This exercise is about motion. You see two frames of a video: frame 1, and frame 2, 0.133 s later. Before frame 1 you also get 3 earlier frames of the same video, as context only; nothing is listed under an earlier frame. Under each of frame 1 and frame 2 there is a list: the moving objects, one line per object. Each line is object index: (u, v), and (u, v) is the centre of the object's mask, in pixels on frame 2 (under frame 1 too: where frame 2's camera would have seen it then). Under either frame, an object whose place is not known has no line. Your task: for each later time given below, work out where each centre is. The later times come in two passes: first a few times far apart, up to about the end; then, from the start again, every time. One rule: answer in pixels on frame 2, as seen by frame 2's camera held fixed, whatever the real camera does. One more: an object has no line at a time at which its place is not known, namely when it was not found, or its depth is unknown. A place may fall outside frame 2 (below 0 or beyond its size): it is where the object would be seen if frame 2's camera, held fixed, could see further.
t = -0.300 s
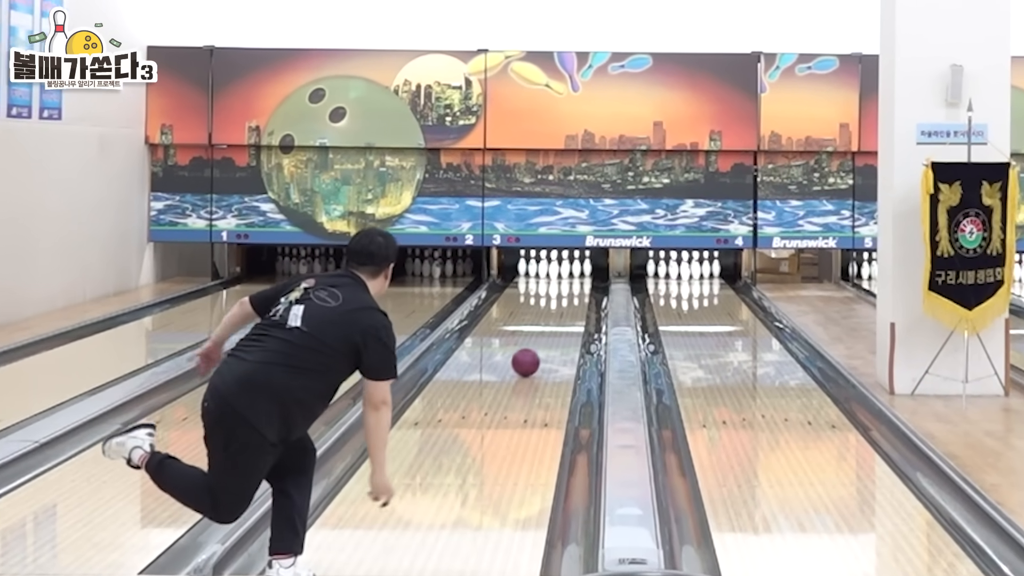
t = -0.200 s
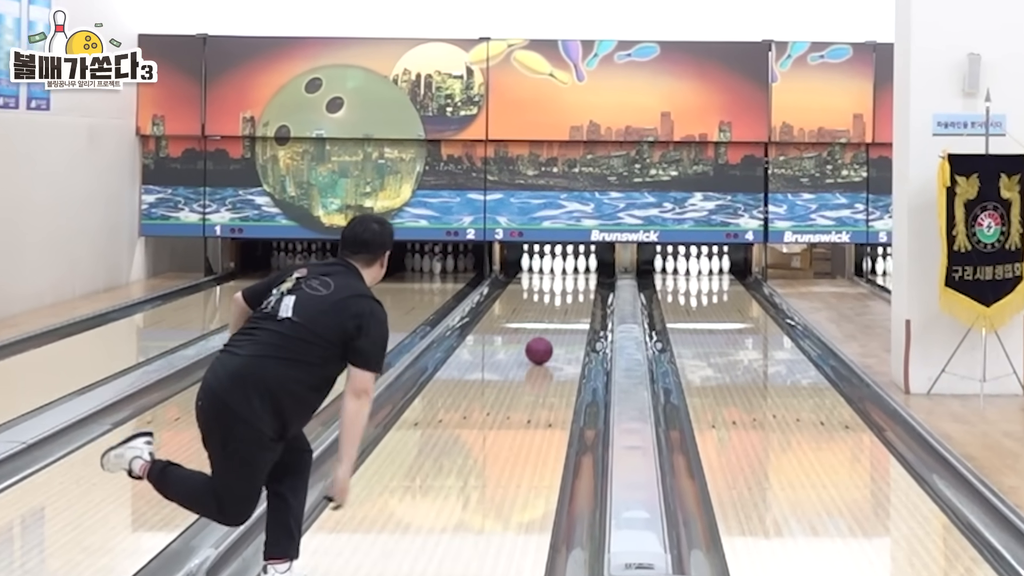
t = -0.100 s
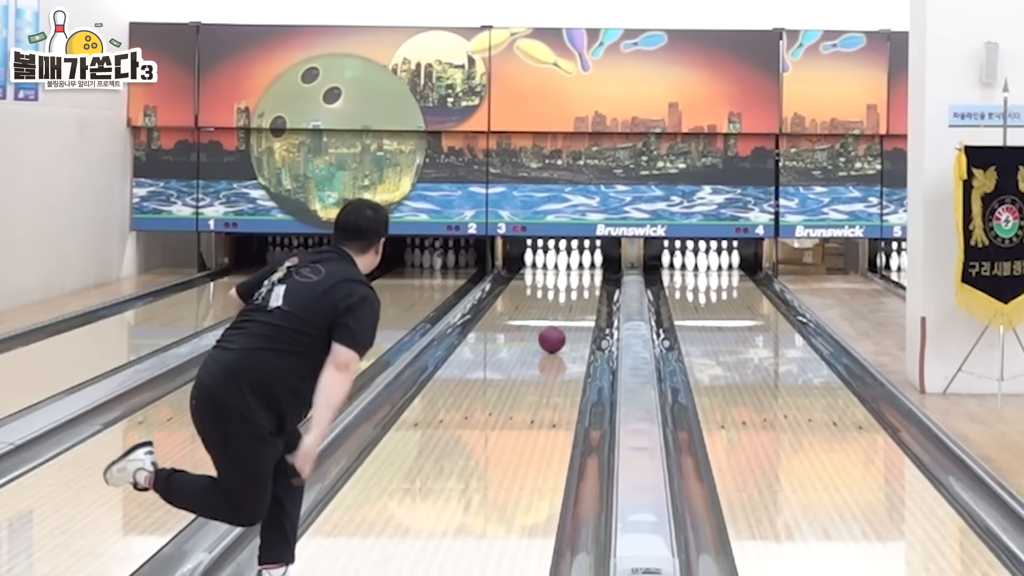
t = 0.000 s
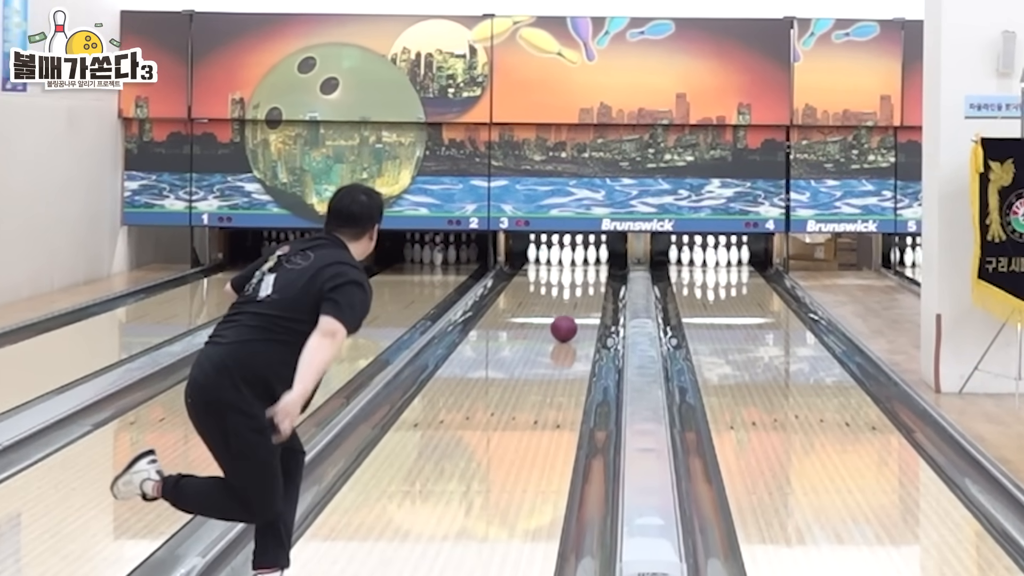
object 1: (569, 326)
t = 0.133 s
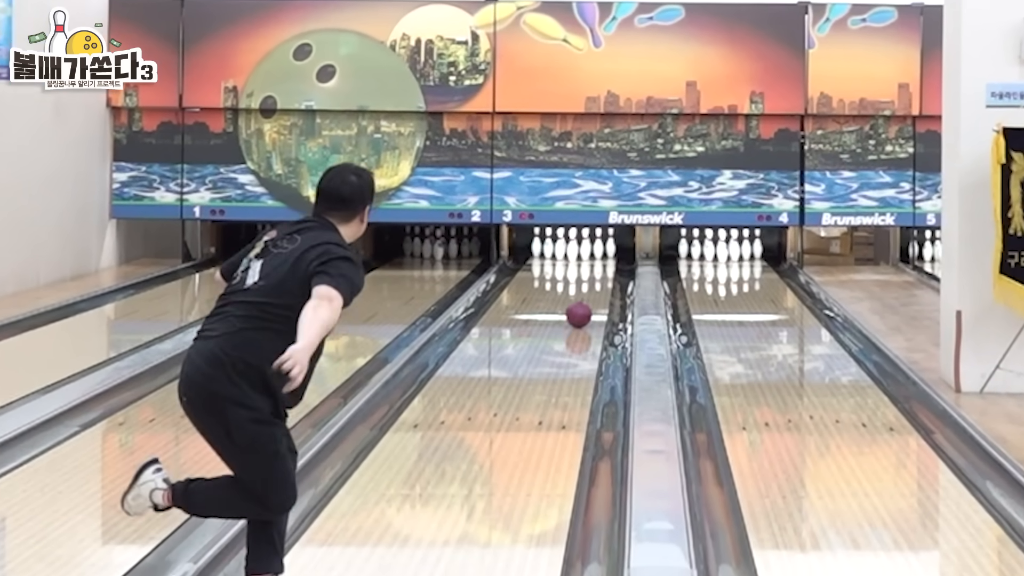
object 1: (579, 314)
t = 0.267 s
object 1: (586, 304)
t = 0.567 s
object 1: (596, 285)
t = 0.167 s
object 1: (581, 312)
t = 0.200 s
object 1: (582, 309)
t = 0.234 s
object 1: (584, 307)
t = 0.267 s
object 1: (586, 304)
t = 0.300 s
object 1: (588, 302)
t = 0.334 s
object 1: (589, 300)
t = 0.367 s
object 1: (590, 298)
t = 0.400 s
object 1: (592, 295)
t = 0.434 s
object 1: (593, 293)
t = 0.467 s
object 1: (594, 291)
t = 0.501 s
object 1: (595, 289)
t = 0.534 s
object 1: (595, 287)
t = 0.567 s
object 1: (596, 285)
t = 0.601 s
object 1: (597, 283)
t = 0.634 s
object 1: (598, 281)
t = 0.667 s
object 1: (599, 279)
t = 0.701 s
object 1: (599, 277)
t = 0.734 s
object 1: (600, 275)
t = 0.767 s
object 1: (600, 273)
